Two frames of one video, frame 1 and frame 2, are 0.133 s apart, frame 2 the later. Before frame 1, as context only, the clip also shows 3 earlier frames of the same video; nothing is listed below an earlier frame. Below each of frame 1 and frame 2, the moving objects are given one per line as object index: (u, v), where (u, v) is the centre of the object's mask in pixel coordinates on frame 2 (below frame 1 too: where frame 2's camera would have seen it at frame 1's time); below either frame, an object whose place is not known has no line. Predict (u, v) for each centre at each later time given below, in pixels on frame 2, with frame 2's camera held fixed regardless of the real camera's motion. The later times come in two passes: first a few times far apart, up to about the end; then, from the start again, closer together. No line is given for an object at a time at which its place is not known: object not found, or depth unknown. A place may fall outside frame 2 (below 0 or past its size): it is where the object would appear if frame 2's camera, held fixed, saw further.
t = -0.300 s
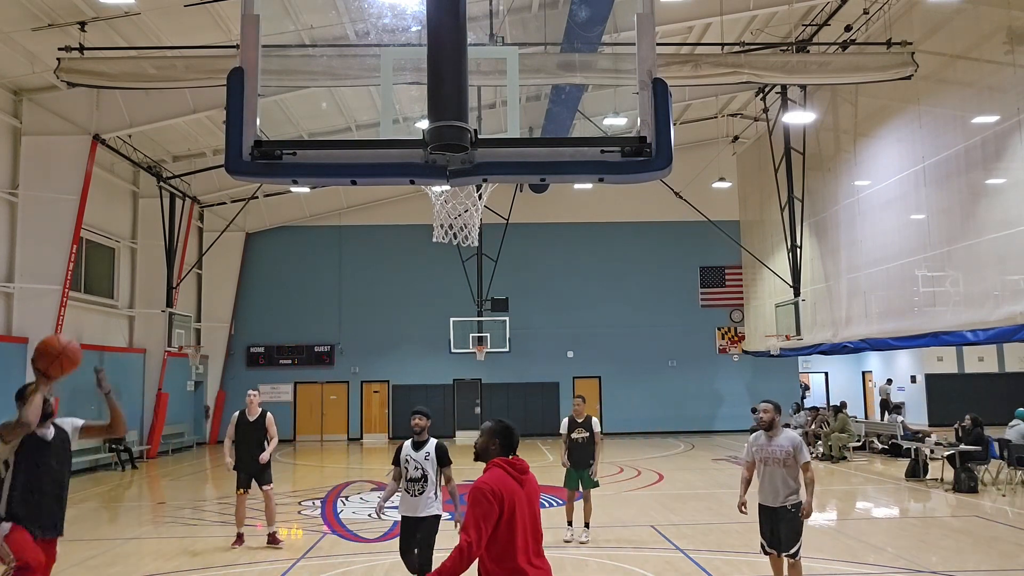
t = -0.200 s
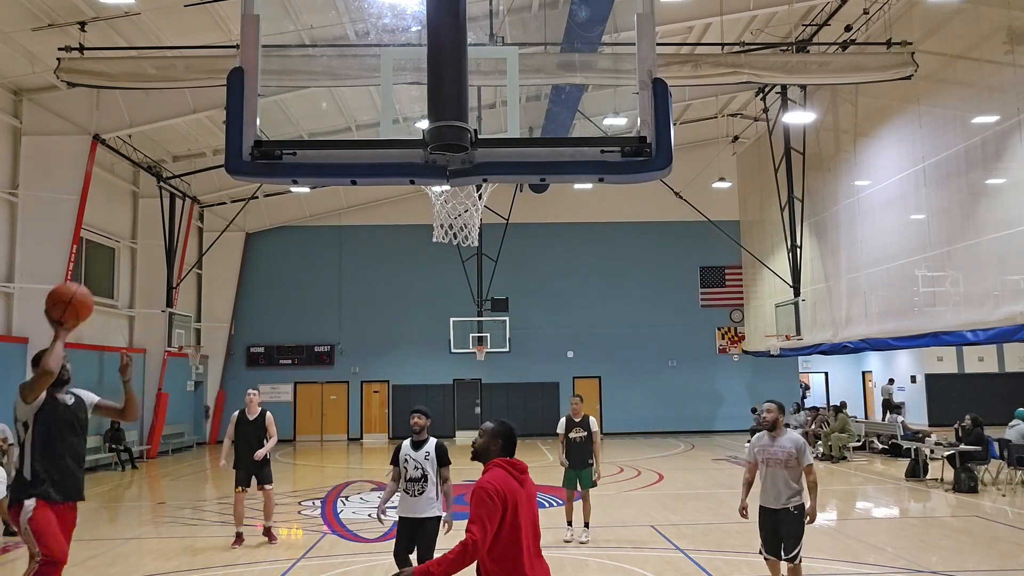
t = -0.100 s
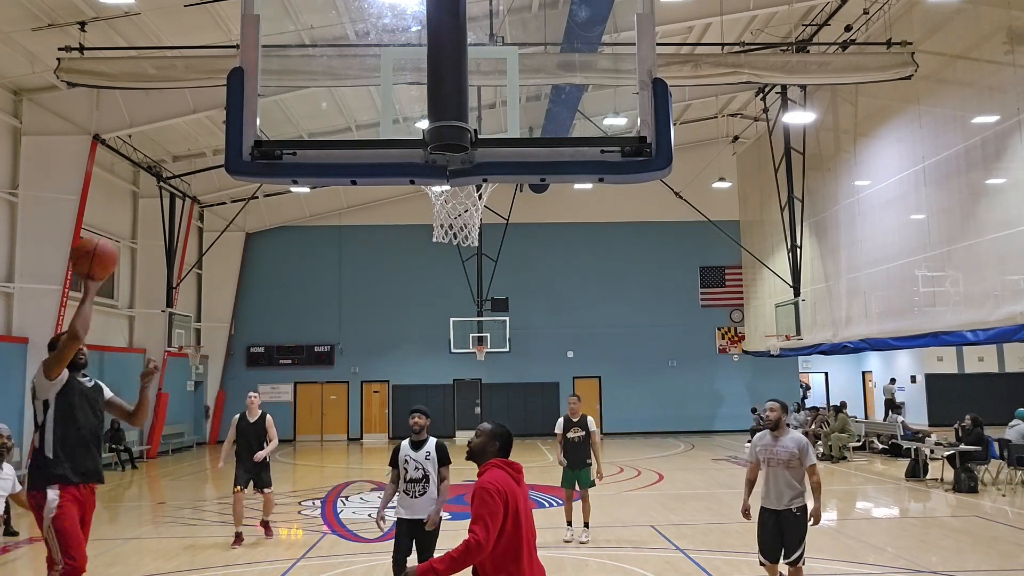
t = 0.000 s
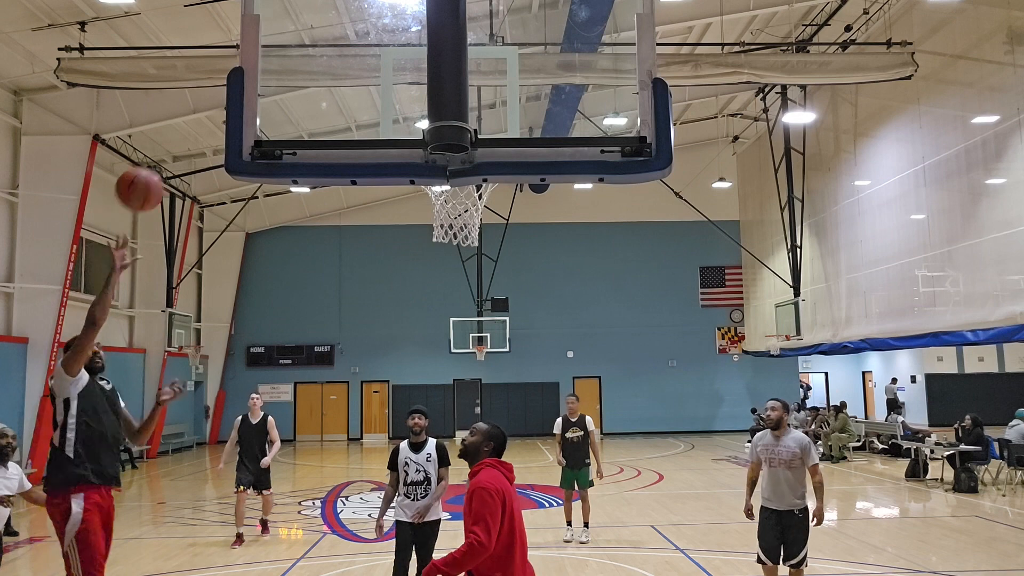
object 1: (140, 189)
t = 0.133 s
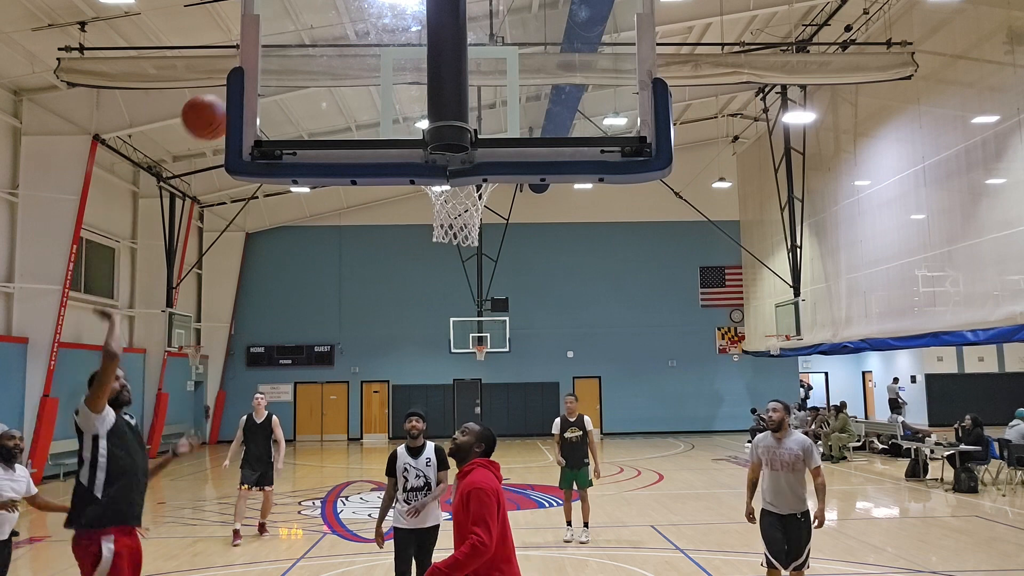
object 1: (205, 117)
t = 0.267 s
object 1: (279, 72)
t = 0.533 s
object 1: (415, 88)
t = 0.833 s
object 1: (474, 214)
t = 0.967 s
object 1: (455, 256)
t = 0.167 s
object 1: (214, 103)
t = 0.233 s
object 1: (270, 81)
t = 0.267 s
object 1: (279, 72)
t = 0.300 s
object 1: (296, 65)
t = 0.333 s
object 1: (316, 60)
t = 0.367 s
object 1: (335, 57)
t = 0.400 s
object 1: (355, 57)
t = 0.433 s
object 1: (369, 56)
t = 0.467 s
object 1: (398, 63)
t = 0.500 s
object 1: (410, 79)
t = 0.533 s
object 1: (415, 88)
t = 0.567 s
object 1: (420, 102)
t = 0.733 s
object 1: (489, 201)
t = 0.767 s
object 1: (484, 206)
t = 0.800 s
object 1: (479, 214)
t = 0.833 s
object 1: (474, 214)
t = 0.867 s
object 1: (469, 221)
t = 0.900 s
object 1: (464, 231)
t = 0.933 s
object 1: (460, 243)
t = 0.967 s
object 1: (455, 256)
